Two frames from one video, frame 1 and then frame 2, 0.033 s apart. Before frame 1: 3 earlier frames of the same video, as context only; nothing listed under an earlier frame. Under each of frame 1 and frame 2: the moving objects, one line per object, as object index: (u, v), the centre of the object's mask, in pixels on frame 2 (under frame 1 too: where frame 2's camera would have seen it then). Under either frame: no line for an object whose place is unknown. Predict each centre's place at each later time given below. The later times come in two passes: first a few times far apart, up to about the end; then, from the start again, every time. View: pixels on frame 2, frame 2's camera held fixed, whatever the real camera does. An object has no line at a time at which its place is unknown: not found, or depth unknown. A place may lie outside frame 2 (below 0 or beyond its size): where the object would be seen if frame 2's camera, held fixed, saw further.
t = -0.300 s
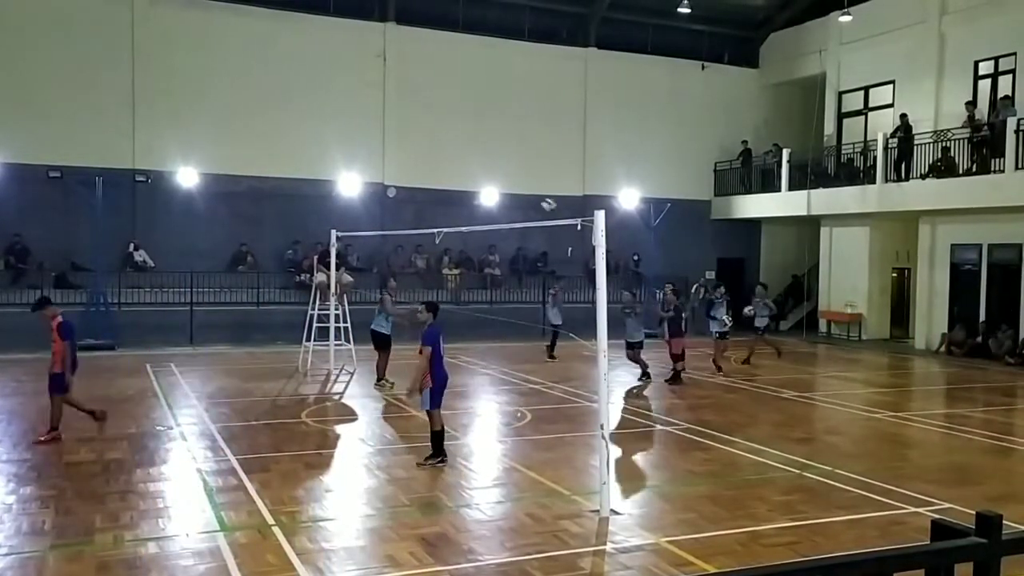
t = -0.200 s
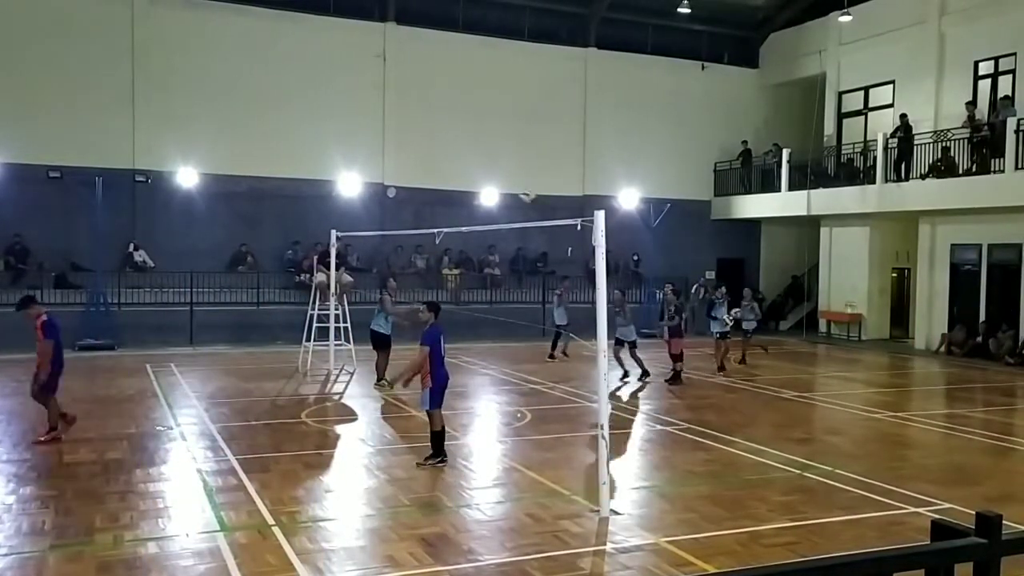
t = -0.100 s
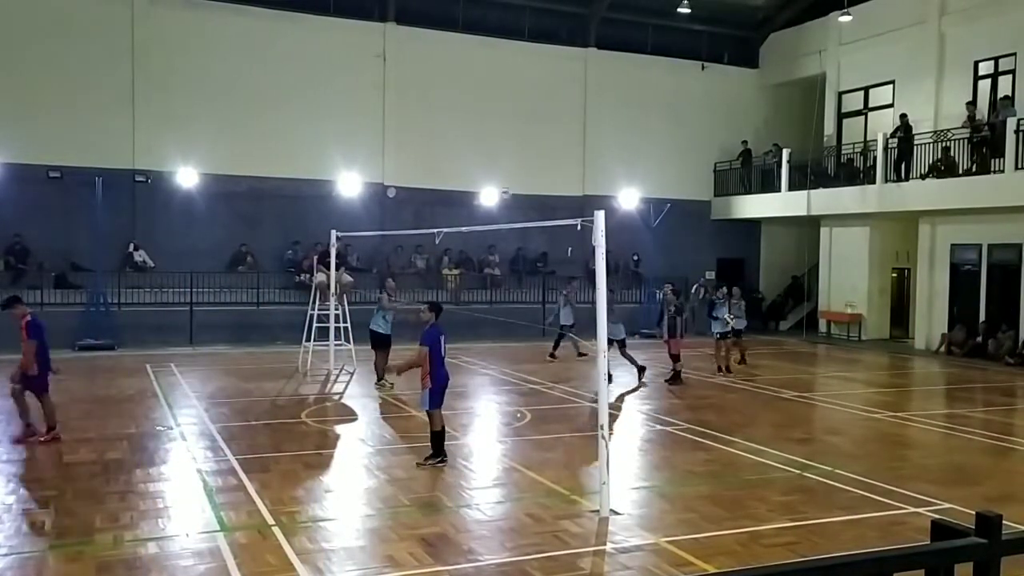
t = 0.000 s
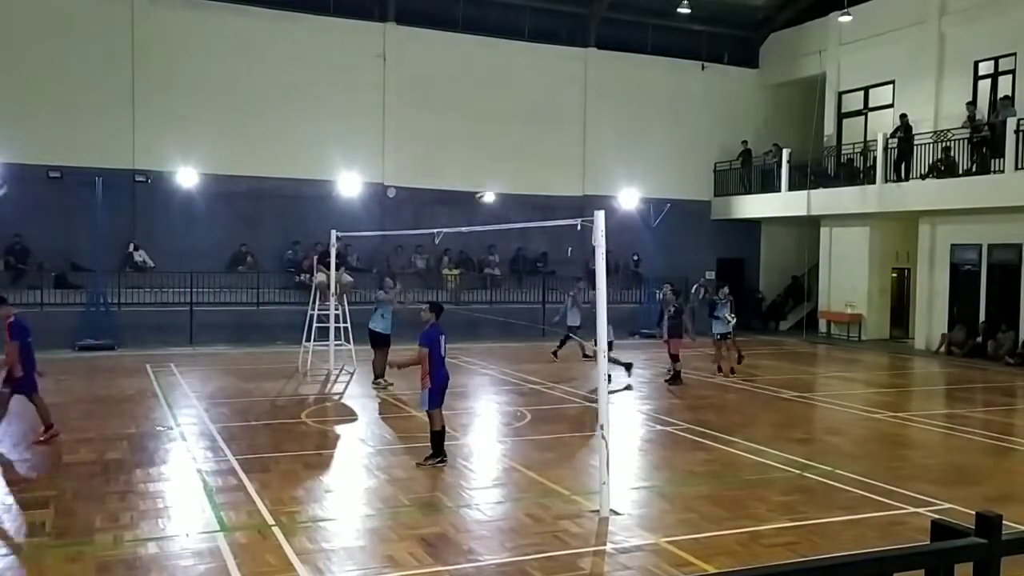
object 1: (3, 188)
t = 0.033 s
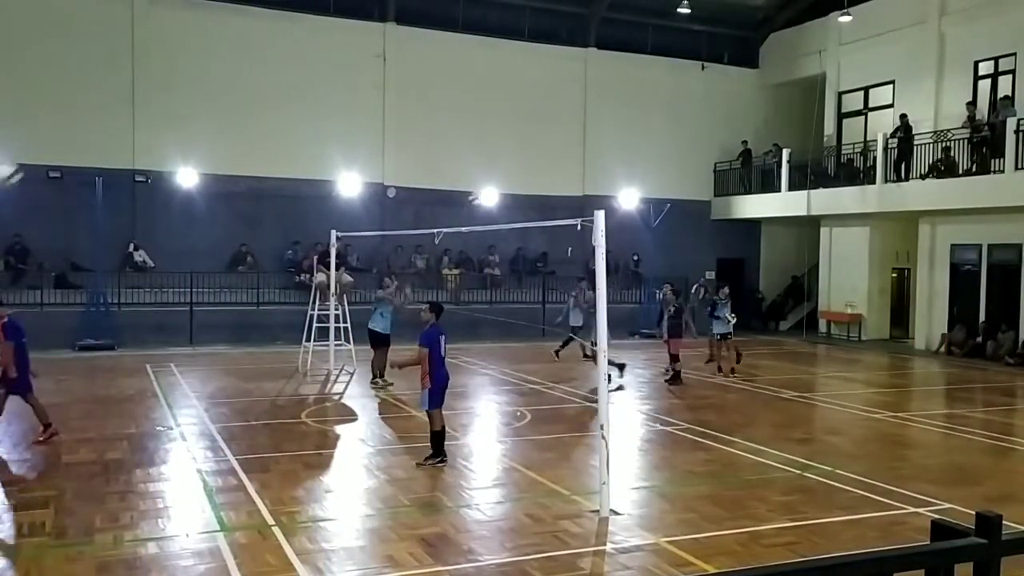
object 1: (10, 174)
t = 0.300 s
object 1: (128, 106)
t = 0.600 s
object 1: (249, 125)
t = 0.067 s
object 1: (22, 161)
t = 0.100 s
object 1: (38, 150)
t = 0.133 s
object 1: (53, 140)
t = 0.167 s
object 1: (69, 130)
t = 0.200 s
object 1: (83, 122)
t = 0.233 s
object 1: (99, 116)
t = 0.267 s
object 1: (114, 111)
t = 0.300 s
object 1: (128, 106)
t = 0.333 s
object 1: (144, 104)
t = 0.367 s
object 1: (158, 102)
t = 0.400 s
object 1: (171, 101)
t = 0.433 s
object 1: (185, 102)
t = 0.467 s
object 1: (198, 105)
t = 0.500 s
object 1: (211, 108)
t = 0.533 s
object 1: (224, 113)
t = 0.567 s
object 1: (237, 119)
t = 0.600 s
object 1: (249, 125)
